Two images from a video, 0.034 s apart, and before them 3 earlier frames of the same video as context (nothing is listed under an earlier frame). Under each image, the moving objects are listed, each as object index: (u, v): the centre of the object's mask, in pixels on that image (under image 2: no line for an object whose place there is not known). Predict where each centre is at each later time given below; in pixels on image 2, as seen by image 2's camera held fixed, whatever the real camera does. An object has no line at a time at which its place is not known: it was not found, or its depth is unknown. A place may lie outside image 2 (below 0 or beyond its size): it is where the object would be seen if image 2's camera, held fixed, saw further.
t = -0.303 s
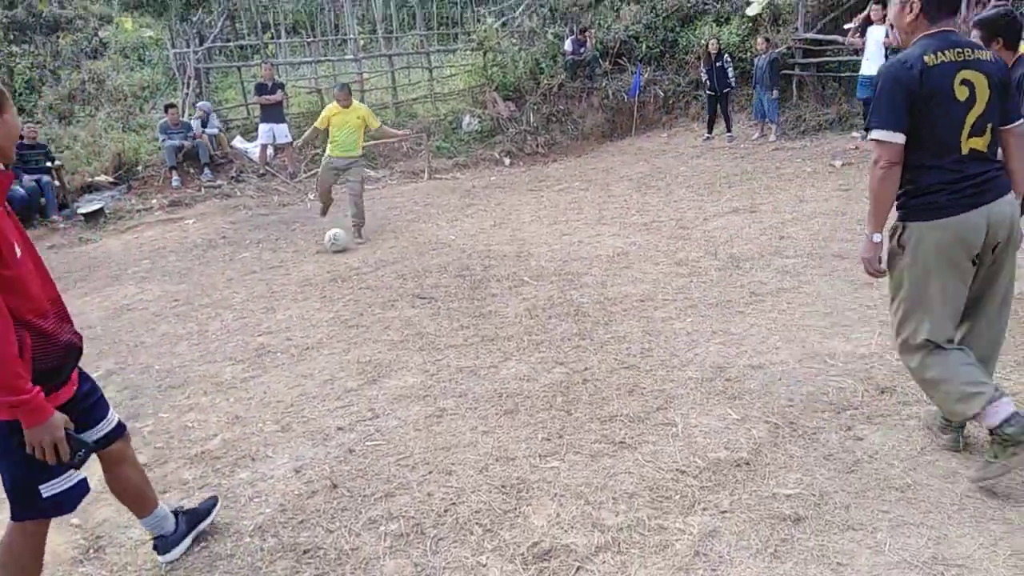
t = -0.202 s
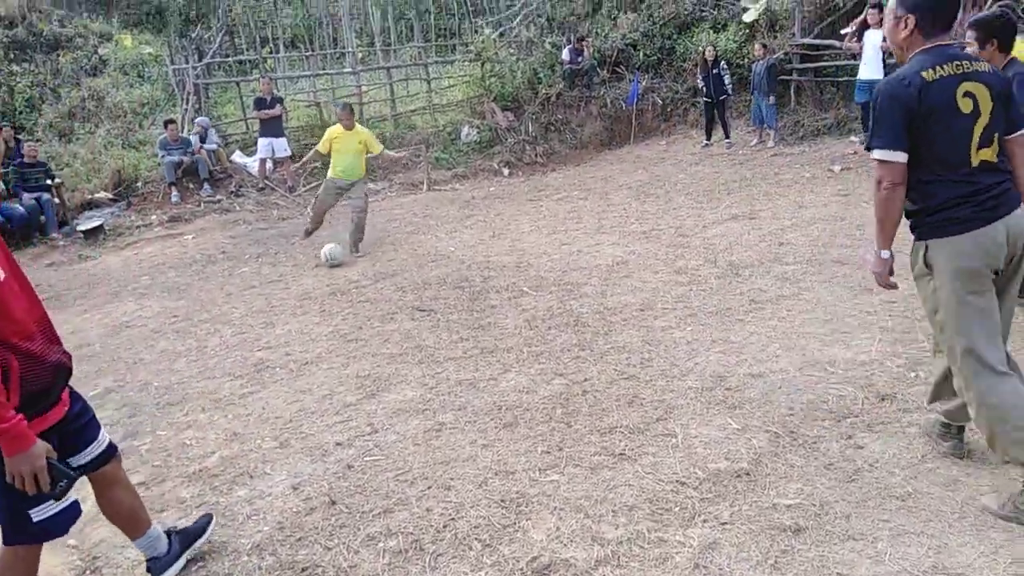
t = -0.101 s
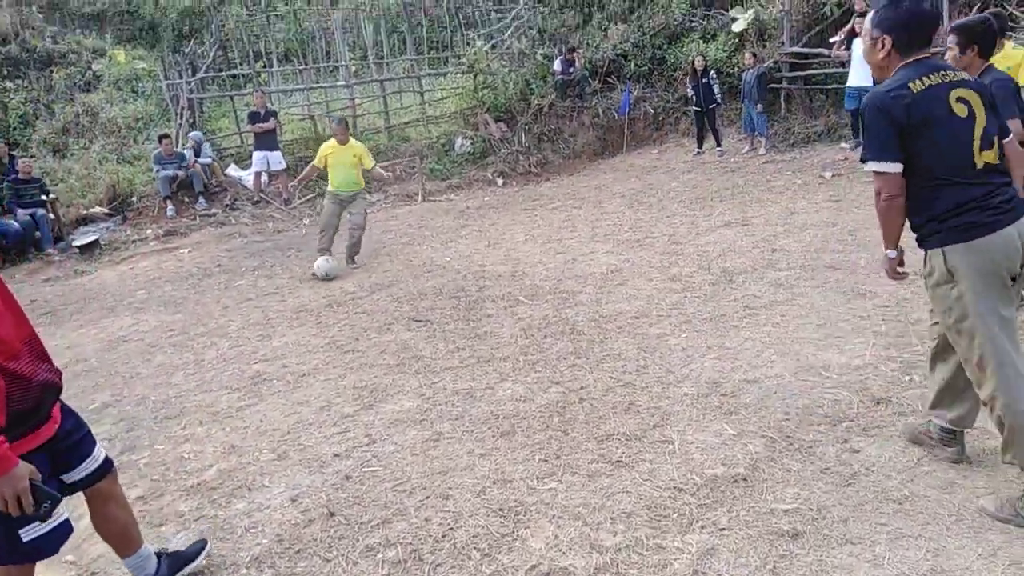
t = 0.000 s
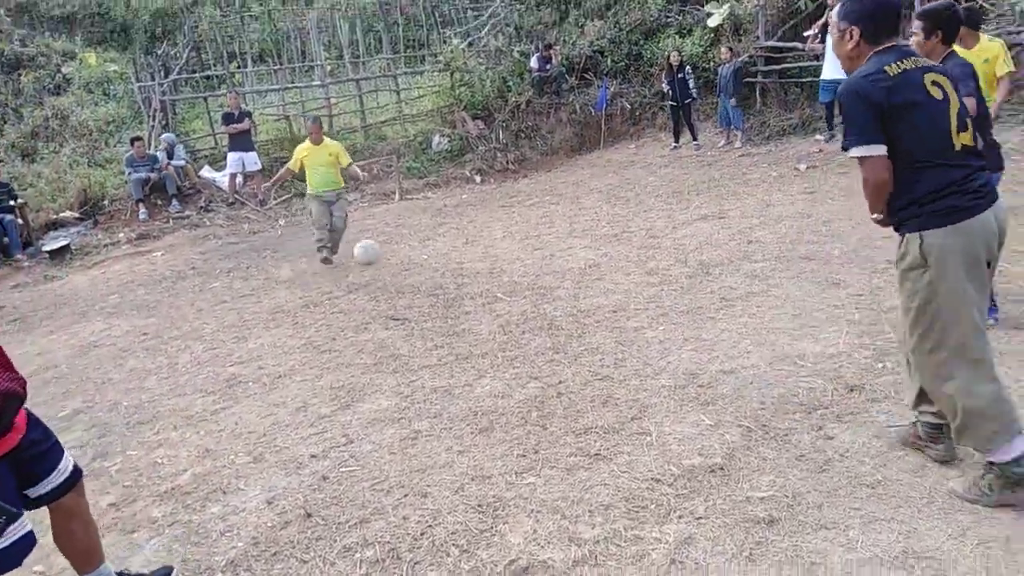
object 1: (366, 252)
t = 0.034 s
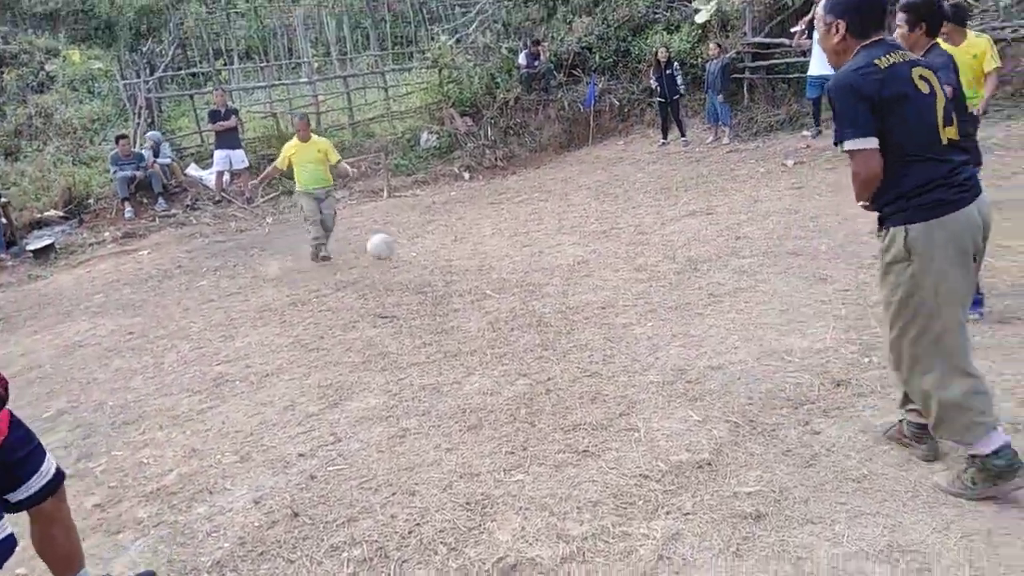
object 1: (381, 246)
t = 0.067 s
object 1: (409, 243)
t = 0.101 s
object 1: (439, 242)
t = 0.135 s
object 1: (471, 241)
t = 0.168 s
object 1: (508, 241)
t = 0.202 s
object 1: (549, 244)
